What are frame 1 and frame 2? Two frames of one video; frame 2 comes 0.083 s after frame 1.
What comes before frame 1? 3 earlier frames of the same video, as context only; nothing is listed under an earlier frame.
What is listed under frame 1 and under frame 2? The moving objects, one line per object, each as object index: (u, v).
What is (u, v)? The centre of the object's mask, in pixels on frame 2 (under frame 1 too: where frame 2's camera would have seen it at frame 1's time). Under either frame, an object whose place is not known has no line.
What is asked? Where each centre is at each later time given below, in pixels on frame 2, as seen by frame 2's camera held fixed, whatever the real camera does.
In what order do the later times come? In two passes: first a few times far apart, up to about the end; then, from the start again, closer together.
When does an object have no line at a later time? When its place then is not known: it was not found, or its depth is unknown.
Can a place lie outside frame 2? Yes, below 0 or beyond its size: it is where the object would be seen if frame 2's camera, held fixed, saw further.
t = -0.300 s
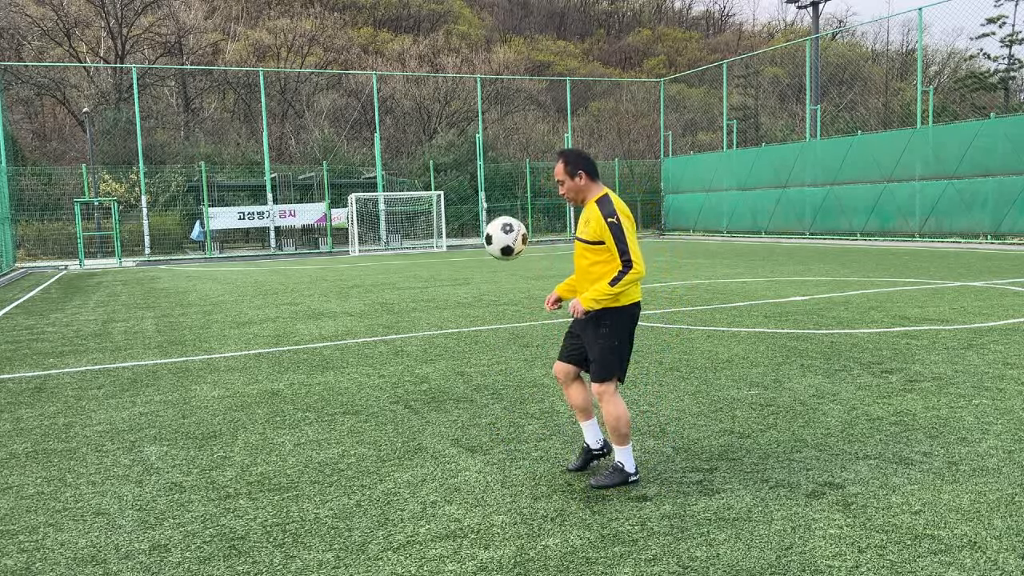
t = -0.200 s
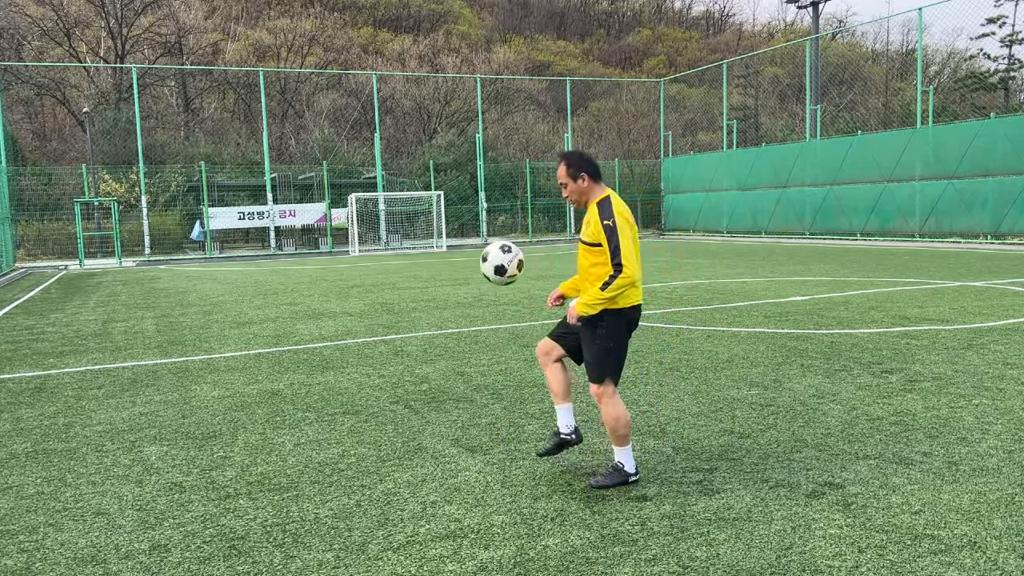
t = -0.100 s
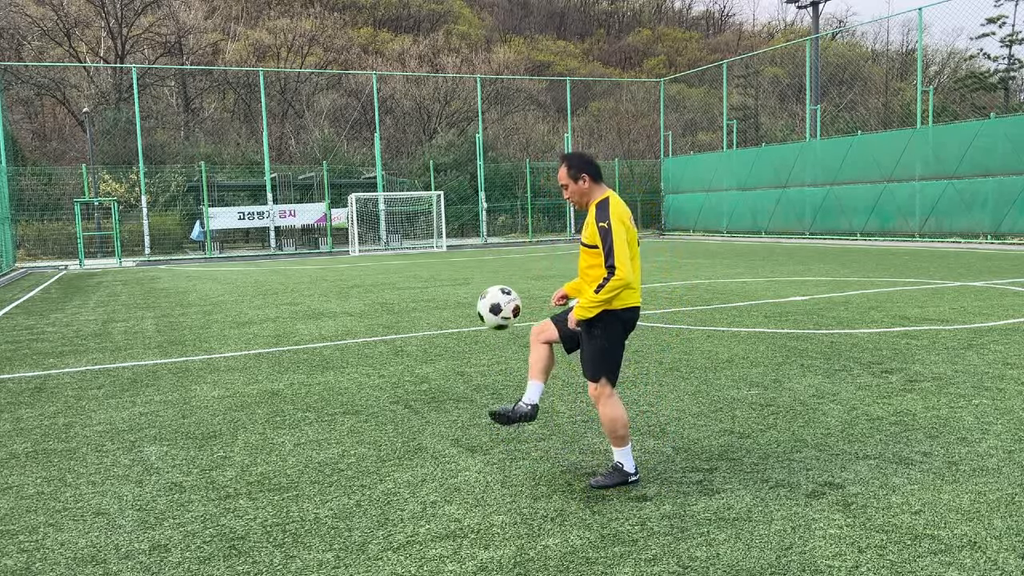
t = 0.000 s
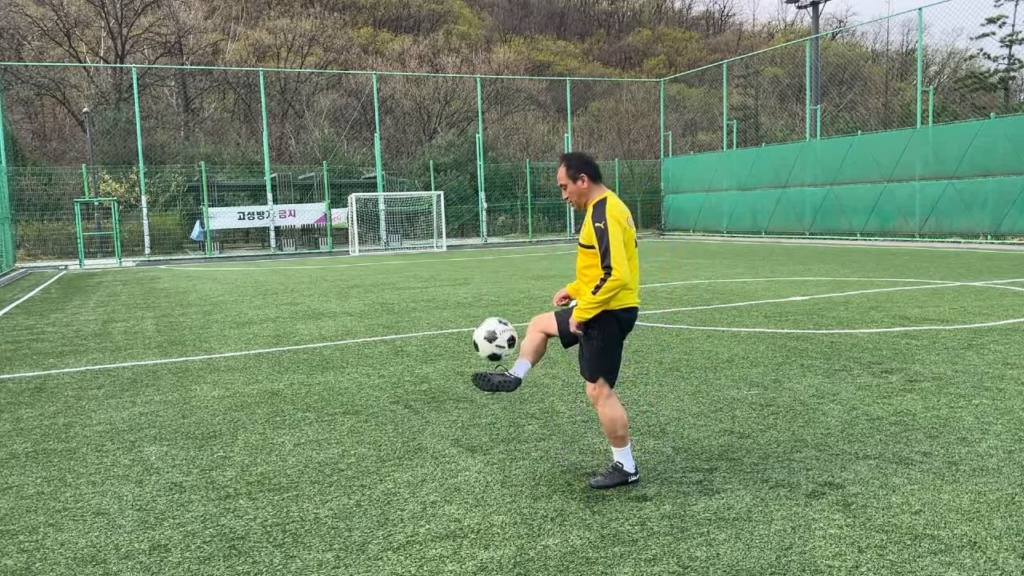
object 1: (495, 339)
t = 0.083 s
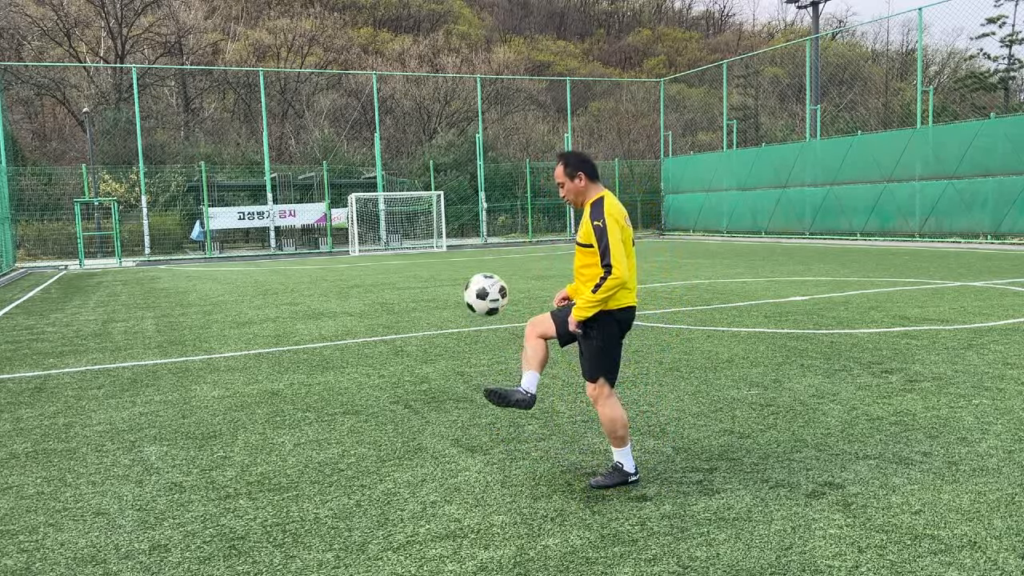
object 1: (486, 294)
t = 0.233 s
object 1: (472, 249)
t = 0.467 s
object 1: (455, 260)
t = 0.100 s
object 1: (484, 287)
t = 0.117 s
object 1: (482, 280)
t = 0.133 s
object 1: (481, 274)
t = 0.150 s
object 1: (479, 269)
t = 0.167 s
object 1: (478, 264)
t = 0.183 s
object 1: (476, 259)
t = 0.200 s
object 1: (475, 255)
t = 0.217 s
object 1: (473, 252)
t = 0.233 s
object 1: (472, 249)
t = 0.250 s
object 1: (470, 246)
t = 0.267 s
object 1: (469, 244)
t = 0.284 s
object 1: (467, 243)
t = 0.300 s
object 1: (466, 242)
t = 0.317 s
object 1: (465, 242)
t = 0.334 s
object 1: (463, 243)
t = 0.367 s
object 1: (462, 244)
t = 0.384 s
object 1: (461, 245)
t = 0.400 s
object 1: (459, 247)
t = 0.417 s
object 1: (458, 250)
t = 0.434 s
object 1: (457, 253)
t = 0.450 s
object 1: (456, 256)
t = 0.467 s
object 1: (455, 260)
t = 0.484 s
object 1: (454, 265)
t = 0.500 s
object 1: (452, 270)
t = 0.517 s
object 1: (451, 275)
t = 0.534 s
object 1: (450, 281)
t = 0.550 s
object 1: (450, 288)
